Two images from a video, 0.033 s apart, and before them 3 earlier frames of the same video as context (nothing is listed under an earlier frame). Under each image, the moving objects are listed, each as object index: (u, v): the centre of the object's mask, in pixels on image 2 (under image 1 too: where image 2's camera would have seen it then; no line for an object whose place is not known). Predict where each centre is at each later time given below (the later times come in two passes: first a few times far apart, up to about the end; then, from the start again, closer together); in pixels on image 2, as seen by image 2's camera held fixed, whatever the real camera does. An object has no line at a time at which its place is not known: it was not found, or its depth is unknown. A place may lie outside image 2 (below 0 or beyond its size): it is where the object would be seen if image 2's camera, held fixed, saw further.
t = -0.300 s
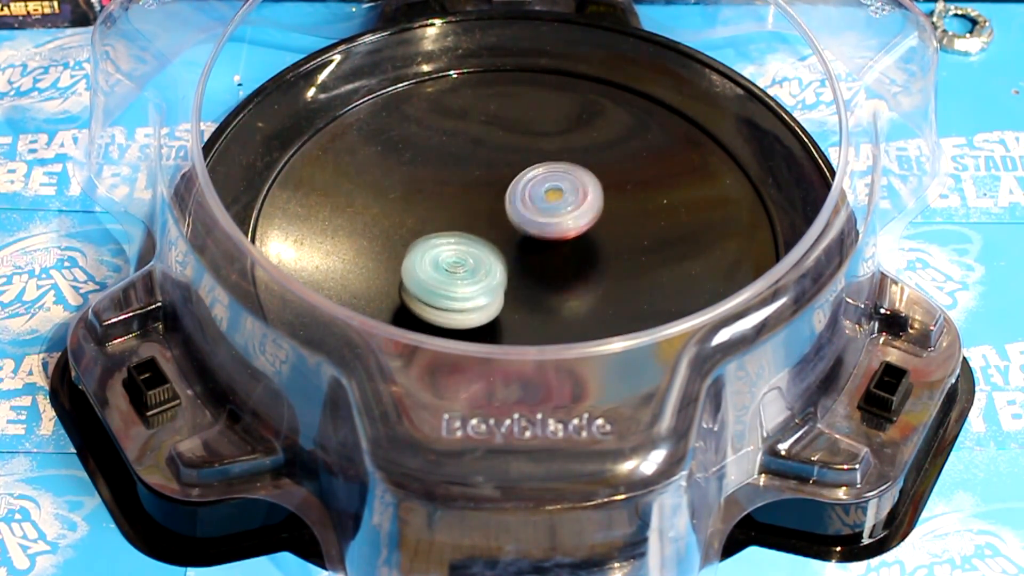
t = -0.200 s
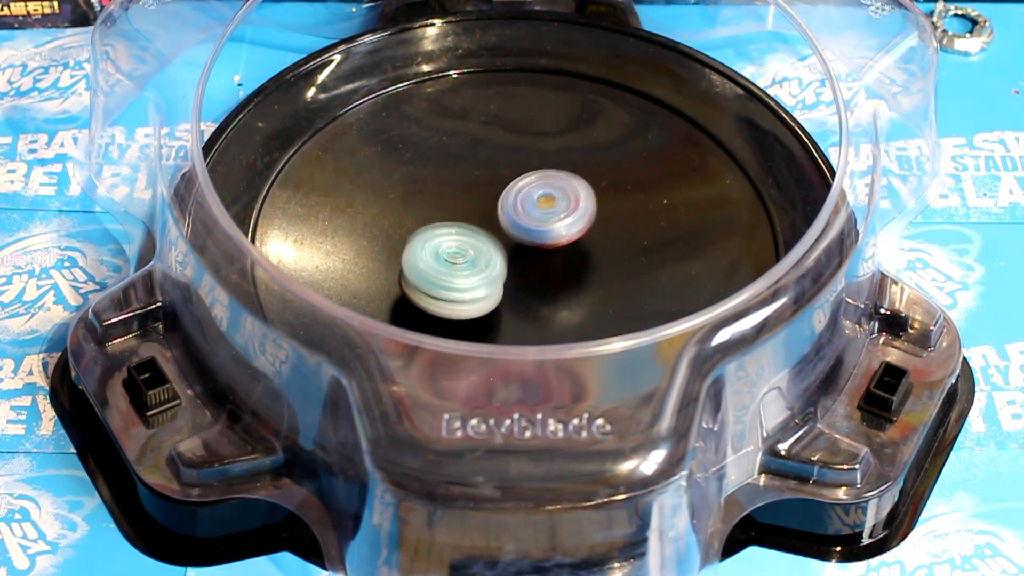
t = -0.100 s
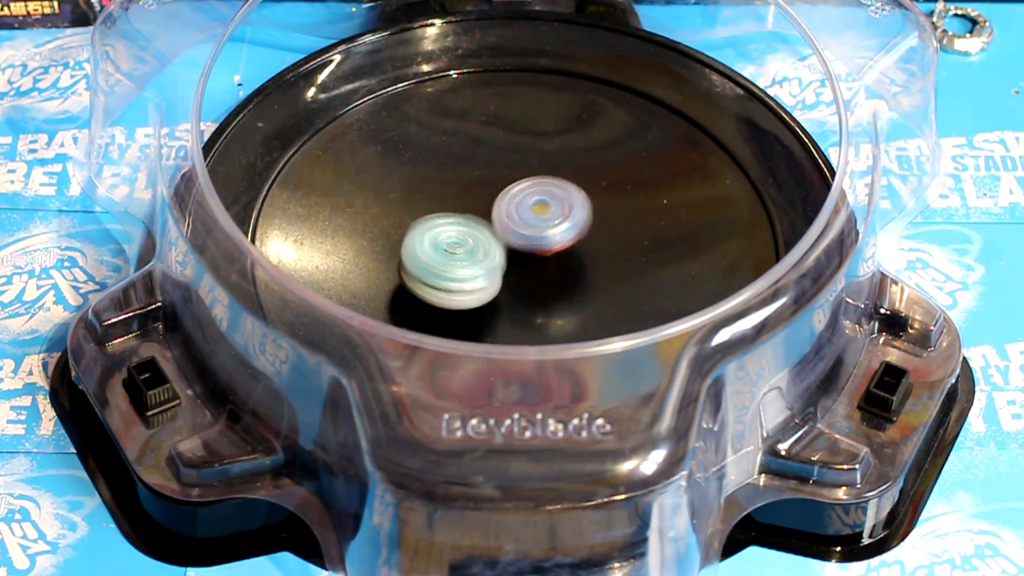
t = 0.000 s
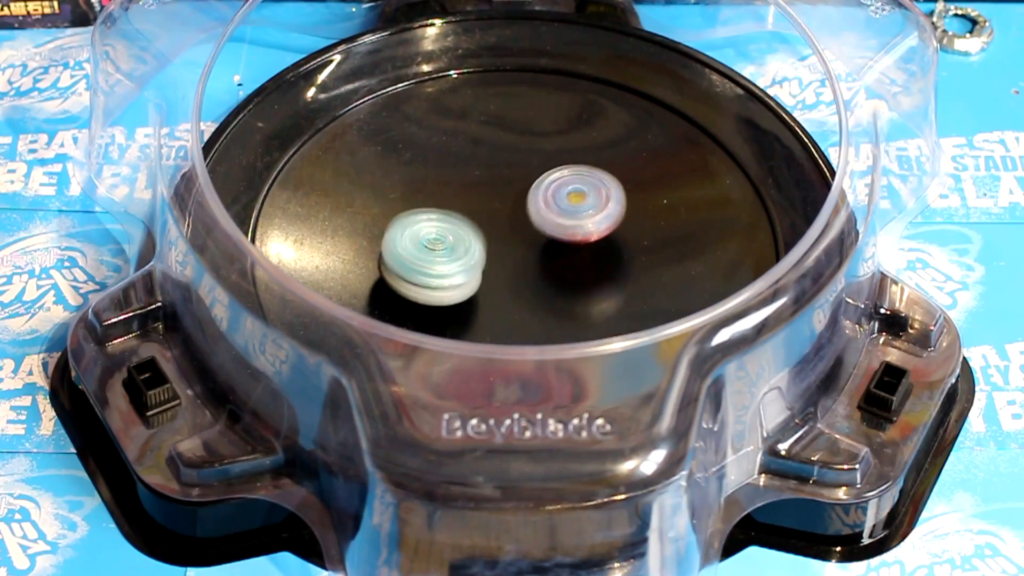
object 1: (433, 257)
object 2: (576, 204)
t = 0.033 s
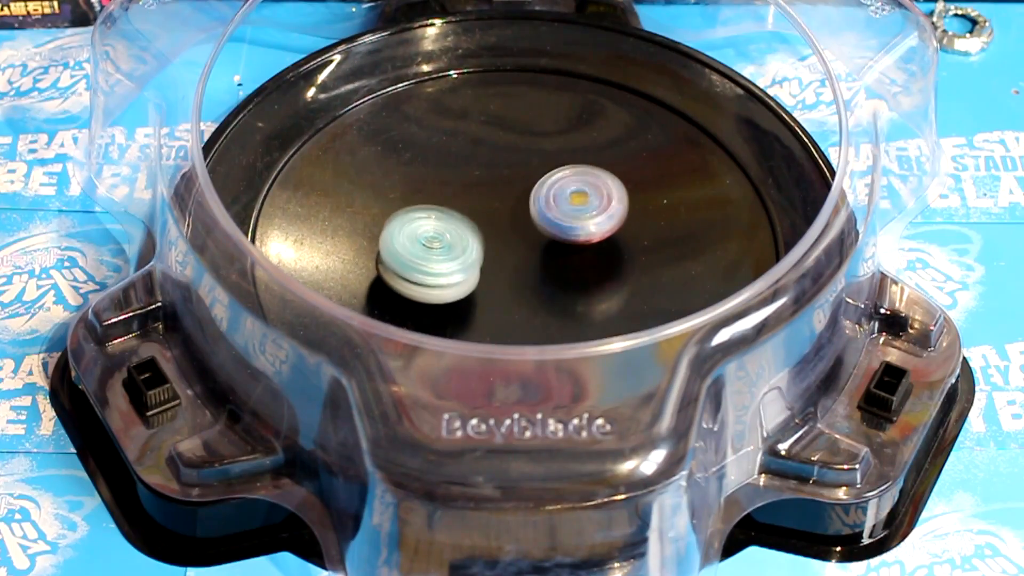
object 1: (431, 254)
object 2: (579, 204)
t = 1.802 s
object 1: (571, 183)
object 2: (523, 253)
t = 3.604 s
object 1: (556, 308)
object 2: (529, 233)
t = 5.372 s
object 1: (442, 199)
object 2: (599, 245)
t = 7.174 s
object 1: (617, 212)
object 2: (536, 288)
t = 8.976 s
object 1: (475, 298)
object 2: (597, 265)
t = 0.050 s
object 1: (430, 254)
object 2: (579, 204)
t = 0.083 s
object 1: (430, 253)
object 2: (576, 204)
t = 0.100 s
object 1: (430, 251)
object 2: (575, 205)
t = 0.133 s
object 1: (431, 248)
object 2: (573, 205)
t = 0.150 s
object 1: (431, 248)
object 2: (571, 205)
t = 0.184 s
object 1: (434, 246)
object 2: (568, 206)
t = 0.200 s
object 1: (435, 245)
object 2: (567, 207)
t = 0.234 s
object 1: (437, 242)
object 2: (564, 207)
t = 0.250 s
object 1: (438, 241)
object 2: (563, 208)
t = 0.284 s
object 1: (442, 239)
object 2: (560, 209)
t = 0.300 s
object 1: (443, 237)
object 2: (559, 210)
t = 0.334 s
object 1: (445, 234)
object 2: (556, 211)
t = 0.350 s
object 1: (446, 234)
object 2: (555, 212)
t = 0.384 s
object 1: (450, 231)
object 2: (552, 213)
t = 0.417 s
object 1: (448, 227)
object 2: (559, 214)
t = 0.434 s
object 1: (447, 226)
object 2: (566, 214)
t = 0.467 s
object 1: (446, 224)
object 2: (574, 216)
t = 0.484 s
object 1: (446, 222)
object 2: (577, 217)
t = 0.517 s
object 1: (446, 219)
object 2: (579, 218)
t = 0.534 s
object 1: (447, 218)
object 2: (578, 218)
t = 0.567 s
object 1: (449, 216)
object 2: (578, 219)
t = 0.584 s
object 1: (450, 215)
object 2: (577, 219)
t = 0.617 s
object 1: (452, 212)
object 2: (576, 220)
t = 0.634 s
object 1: (453, 212)
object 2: (576, 220)
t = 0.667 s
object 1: (457, 210)
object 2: (573, 221)
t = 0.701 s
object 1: (460, 207)
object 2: (572, 222)
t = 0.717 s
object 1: (461, 206)
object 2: (571, 222)
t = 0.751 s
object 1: (465, 205)
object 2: (568, 223)
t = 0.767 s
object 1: (467, 204)
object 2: (568, 223)
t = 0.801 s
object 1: (470, 201)
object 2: (567, 225)
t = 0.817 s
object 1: (469, 200)
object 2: (570, 227)
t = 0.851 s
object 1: (469, 196)
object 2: (575, 232)
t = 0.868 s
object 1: (470, 195)
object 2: (577, 233)
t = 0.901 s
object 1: (470, 192)
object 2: (576, 236)
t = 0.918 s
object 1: (471, 192)
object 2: (575, 237)
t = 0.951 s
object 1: (474, 190)
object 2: (574, 238)
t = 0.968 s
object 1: (475, 188)
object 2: (572, 239)
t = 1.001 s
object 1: (478, 188)
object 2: (571, 240)
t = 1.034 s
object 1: (482, 187)
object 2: (569, 241)
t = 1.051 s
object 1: (484, 186)
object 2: (568, 242)
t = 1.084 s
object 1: (486, 186)
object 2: (566, 243)
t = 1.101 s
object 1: (489, 186)
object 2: (564, 244)
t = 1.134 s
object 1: (493, 185)
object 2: (563, 245)
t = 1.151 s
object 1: (495, 185)
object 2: (561, 246)
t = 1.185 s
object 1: (499, 185)
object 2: (558, 247)
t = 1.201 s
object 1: (501, 185)
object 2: (557, 248)
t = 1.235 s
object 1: (505, 183)
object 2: (557, 253)
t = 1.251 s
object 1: (506, 182)
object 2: (557, 255)
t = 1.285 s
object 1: (510, 182)
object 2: (555, 260)
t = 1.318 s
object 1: (514, 180)
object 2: (554, 262)
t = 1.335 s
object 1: (515, 180)
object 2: (553, 263)
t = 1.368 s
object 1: (519, 180)
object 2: (551, 264)
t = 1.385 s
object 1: (521, 180)
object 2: (550, 264)
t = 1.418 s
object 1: (525, 179)
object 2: (548, 265)
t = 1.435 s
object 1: (527, 179)
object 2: (547, 264)
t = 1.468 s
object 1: (531, 179)
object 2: (544, 263)
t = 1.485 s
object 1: (533, 179)
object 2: (543, 263)
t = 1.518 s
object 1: (536, 179)
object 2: (540, 262)
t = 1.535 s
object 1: (539, 179)
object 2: (539, 262)
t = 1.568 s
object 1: (543, 178)
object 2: (537, 260)
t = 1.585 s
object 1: (545, 178)
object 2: (536, 259)
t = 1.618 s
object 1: (549, 179)
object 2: (535, 259)
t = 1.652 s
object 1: (553, 179)
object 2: (533, 257)
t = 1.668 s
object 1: (555, 179)
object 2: (532, 257)
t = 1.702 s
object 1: (559, 180)
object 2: (530, 255)
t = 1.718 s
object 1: (561, 181)
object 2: (529, 255)
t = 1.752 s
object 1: (565, 181)
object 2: (528, 253)
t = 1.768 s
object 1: (566, 181)
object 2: (527, 252)
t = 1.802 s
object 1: (571, 183)
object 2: (523, 253)
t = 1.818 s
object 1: (573, 183)
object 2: (521, 253)
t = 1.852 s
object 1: (576, 184)
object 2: (518, 253)
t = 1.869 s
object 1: (578, 185)
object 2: (516, 253)
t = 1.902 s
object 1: (581, 186)
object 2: (513, 252)
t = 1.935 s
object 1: (584, 187)
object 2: (511, 250)
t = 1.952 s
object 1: (585, 188)
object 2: (510, 250)
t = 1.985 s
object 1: (588, 190)
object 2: (508, 249)
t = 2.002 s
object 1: (590, 190)
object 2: (507, 248)
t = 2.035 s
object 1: (592, 193)
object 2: (506, 246)
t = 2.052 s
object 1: (593, 194)
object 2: (505, 245)
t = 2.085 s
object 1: (595, 195)
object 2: (504, 244)
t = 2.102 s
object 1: (596, 197)
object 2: (504, 243)
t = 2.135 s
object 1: (598, 200)
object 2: (503, 242)
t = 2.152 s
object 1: (599, 200)
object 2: (503, 241)
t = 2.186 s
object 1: (601, 203)
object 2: (503, 240)
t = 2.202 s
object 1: (602, 205)
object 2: (503, 239)
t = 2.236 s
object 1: (603, 207)
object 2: (504, 238)
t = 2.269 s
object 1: (604, 210)
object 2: (504, 236)
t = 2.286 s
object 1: (605, 211)
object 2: (505, 236)
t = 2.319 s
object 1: (607, 214)
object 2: (505, 234)
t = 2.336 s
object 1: (607, 215)
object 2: (506, 234)
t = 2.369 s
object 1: (608, 219)
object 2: (506, 232)
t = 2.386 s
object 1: (609, 221)
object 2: (507, 232)
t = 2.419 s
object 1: (614, 222)
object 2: (498, 231)
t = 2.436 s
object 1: (616, 225)
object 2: (494, 231)
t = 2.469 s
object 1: (621, 227)
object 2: (489, 229)
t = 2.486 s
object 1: (622, 227)
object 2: (487, 229)
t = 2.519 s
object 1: (624, 231)
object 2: (486, 228)
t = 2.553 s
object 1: (625, 233)
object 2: (487, 227)
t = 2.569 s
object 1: (625, 234)
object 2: (487, 227)
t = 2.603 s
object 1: (625, 237)
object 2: (488, 226)
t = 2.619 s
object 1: (625, 239)
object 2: (489, 226)
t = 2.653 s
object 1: (625, 241)
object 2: (490, 225)
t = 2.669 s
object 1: (624, 243)
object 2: (491, 225)
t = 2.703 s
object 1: (623, 246)
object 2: (493, 225)
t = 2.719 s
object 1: (623, 247)
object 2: (494, 225)
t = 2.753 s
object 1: (621, 251)
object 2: (497, 225)
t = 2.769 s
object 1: (620, 253)
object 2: (498, 225)
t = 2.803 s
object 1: (618, 255)
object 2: (500, 225)
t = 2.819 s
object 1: (617, 257)
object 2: (502, 225)
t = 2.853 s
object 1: (615, 261)
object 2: (504, 225)
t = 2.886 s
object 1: (612, 263)
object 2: (507, 225)
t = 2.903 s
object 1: (610, 265)
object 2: (508, 225)
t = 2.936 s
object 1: (608, 269)
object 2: (511, 226)
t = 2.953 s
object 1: (606, 269)
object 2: (512, 226)
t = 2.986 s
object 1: (603, 274)
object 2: (514, 227)
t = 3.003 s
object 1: (602, 276)
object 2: (513, 225)
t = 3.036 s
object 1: (602, 279)
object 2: (511, 223)
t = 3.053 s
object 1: (601, 282)
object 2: (512, 223)
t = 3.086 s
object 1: (600, 286)
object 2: (513, 222)
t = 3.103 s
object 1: (599, 286)
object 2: (514, 223)
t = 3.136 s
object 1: (597, 289)
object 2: (515, 224)
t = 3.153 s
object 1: (596, 291)
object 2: (516, 224)
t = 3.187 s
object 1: (593, 292)
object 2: (518, 225)
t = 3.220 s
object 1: (591, 294)
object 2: (520, 226)
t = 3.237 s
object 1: (589, 295)
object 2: (520, 227)
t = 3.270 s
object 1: (586, 296)
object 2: (522, 228)
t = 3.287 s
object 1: (585, 297)
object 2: (523, 228)
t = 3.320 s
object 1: (583, 298)
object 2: (524, 229)
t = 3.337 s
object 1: (581, 299)
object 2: (524, 230)
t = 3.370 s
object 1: (578, 301)
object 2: (526, 231)
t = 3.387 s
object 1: (576, 301)
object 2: (526, 232)
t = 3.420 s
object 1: (573, 303)
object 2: (527, 230)
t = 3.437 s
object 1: (572, 303)
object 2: (527, 230)
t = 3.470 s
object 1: (570, 304)
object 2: (528, 230)
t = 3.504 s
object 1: (566, 306)
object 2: (529, 231)
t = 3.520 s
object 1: (565, 306)
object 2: (529, 231)
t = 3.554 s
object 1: (562, 307)
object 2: (529, 232)
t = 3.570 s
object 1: (559, 307)
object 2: (529, 232)
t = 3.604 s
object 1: (556, 308)
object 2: (529, 233)
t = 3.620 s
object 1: (554, 308)
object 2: (530, 234)
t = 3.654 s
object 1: (550, 309)
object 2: (530, 234)
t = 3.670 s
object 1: (548, 310)
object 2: (530, 233)
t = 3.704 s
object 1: (544, 310)
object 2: (530, 231)
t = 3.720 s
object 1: (542, 310)
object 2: (530, 231)
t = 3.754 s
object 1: (538, 310)
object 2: (530, 232)
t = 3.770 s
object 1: (536, 310)
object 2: (530, 232)
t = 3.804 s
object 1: (532, 311)
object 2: (529, 232)
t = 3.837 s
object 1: (528, 310)
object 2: (529, 233)
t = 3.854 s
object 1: (525, 310)
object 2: (529, 233)
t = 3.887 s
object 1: (521, 310)
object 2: (529, 234)
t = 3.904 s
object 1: (519, 309)
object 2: (529, 234)
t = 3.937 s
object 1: (514, 309)
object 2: (529, 233)
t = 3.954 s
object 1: (511, 309)
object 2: (530, 232)
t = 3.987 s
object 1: (507, 308)
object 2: (532, 228)
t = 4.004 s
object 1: (504, 308)
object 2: (532, 227)
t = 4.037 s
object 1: (500, 308)
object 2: (533, 226)
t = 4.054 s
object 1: (497, 307)
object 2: (532, 226)
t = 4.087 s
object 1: (493, 308)
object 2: (532, 225)
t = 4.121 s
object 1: (488, 306)
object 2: (532, 225)
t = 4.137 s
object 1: (486, 305)
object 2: (532, 225)
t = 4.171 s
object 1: (482, 304)
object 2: (531, 225)
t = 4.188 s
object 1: (480, 303)
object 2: (531, 225)
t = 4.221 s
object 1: (476, 302)
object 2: (530, 225)
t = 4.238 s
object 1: (474, 301)
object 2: (530, 225)
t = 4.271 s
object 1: (470, 299)
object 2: (530, 226)
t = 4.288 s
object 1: (468, 298)
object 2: (530, 226)
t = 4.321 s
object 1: (465, 296)
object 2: (530, 226)
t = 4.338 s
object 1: (463, 295)
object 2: (530, 226)
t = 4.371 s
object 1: (460, 294)
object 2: (530, 227)
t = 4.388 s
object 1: (459, 292)
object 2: (530, 227)
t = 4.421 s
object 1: (456, 289)
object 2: (530, 228)
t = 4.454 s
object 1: (454, 287)
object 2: (530, 228)
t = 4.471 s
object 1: (452, 285)
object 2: (529, 229)
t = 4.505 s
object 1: (448, 284)
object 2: (533, 228)
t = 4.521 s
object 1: (445, 284)
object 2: (540, 225)
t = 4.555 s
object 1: (437, 283)
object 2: (551, 220)
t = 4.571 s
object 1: (435, 283)
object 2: (555, 219)
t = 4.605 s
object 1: (431, 281)
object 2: (559, 218)
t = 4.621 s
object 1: (430, 280)
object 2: (560, 218)
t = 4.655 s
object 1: (429, 279)
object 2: (561, 217)
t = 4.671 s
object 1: (428, 277)
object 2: (562, 216)
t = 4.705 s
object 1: (427, 276)
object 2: (563, 215)
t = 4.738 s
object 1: (428, 273)
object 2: (564, 214)
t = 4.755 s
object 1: (428, 272)
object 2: (564, 214)
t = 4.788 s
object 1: (430, 269)
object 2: (565, 214)
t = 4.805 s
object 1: (430, 268)
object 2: (566, 214)
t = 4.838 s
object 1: (432, 266)
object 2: (567, 214)
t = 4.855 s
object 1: (434, 264)
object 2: (567, 215)
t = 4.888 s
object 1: (435, 261)
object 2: (567, 215)
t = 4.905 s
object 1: (437, 260)
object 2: (567, 215)
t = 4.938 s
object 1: (440, 255)
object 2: (568, 216)
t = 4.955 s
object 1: (440, 254)
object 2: (567, 216)
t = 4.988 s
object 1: (444, 250)
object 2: (567, 217)
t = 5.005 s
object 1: (445, 248)
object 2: (567, 218)
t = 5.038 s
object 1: (447, 246)
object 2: (567, 218)
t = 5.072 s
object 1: (449, 241)
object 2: (567, 220)
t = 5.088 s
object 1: (450, 240)
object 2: (566, 220)
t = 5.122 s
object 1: (453, 235)
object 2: (565, 222)
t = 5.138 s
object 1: (453, 233)
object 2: (564, 222)
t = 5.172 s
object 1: (456, 230)
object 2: (563, 224)
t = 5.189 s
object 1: (457, 227)
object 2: (562, 224)
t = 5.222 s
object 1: (458, 224)
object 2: (561, 226)
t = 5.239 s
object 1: (458, 221)
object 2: (562, 227)
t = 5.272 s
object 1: (450, 213)
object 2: (580, 233)
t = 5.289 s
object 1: (447, 211)
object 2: (586, 236)
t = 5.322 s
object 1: (444, 204)
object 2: (596, 240)
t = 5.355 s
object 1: (442, 202)
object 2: (600, 244)
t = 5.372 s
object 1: (442, 199)
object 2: (599, 245)
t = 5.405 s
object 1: (441, 197)
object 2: (599, 246)
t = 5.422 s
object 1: (442, 196)
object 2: (598, 247)
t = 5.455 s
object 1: (443, 193)
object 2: (597, 248)
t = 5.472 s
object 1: (444, 193)
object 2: (596, 248)
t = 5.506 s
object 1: (446, 190)
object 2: (595, 249)
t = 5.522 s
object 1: (446, 190)
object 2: (594, 250)
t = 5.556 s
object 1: (450, 189)
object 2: (592, 250)
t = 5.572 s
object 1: (451, 188)
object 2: (590, 251)
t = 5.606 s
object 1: (454, 188)
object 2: (588, 251)
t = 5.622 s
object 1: (456, 187)
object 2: (586, 252)
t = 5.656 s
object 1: (460, 187)
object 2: (583, 252)
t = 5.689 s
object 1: (465, 186)
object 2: (580, 253)
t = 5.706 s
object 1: (466, 186)
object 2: (578, 253)
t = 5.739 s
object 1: (471, 187)
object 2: (576, 253)
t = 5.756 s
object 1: (474, 186)
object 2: (574, 253)
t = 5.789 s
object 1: (478, 186)
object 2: (571, 253)
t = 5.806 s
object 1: (481, 186)
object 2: (569, 254)
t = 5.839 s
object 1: (485, 186)
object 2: (566, 253)
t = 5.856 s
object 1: (488, 186)
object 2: (564, 253)
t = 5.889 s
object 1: (493, 185)
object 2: (561, 253)
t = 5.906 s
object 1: (496, 185)
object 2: (559, 253)
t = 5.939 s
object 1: (501, 183)
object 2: (556, 252)
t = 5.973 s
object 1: (506, 183)
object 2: (553, 251)
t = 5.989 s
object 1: (509, 182)
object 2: (552, 251)
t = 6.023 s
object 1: (512, 178)
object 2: (555, 264)
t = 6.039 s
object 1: (514, 174)
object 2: (558, 271)
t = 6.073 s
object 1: (517, 168)
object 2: (560, 282)
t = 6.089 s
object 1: (519, 167)
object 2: (561, 287)
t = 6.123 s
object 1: (522, 163)
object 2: (561, 292)
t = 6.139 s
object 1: (524, 163)
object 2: (560, 294)
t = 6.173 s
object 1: (528, 161)
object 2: (559, 293)
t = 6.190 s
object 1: (529, 161)
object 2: (559, 292)
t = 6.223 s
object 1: (533, 161)
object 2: (559, 290)
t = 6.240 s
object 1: (535, 161)
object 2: (558, 289)
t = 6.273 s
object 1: (538, 163)
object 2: (559, 287)
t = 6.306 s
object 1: (541, 163)
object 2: (559, 285)
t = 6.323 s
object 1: (544, 164)
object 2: (558, 283)
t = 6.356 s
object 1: (548, 165)
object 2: (558, 281)
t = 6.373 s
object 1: (549, 167)
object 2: (558, 280)
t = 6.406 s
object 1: (554, 168)
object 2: (558, 277)
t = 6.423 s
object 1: (555, 170)
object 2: (558, 276)
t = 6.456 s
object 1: (559, 172)
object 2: (557, 273)
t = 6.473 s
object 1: (561, 172)
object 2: (558, 272)
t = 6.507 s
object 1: (565, 176)
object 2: (557, 269)
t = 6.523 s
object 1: (568, 176)
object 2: (558, 268)
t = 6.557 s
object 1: (572, 178)
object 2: (558, 266)
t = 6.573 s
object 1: (574, 179)
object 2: (558, 264)
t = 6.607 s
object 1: (578, 181)
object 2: (558, 262)
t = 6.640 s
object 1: (583, 181)
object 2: (558, 260)
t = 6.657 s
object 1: (584, 182)
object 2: (558, 259)
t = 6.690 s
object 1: (590, 184)
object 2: (556, 260)
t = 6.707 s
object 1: (593, 183)
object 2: (550, 267)
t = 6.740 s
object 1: (599, 181)
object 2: (540, 279)
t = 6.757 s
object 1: (603, 179)
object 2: (535, 283)
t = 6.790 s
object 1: (607, 179)
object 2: (527, 289)
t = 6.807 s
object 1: (609, 179)
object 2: (523, 291)
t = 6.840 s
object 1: (611, 180)
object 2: (520, 293)
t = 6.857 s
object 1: (613, 181)
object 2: (519, 293)
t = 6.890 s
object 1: (614, 183)
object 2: (519, 292)
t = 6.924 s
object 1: (616, 185)
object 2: (521, 292)
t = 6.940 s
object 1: (616, 186)
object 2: (522, 292)
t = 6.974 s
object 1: (618, 189)
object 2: (524, 292)
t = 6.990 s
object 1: (617, 190)
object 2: (526, 292)
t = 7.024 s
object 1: (618, 195)
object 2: (527, 291)
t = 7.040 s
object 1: (618, 195)
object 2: (529, 291)
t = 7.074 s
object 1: (618, 200)
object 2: (531, 291)
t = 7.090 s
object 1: (619, 201)
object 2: (531, 290)
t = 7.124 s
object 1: (618, 206)
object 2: (533, 290)
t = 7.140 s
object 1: (618, 208)
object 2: (534, 289)
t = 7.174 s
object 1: (617, 212)
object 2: (536, 288)
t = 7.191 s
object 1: (617, 215)
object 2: (537, 288)
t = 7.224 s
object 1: (616, 219)
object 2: (539, 287)
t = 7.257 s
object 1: (617, 223)
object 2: (541, 285)
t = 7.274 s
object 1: (615, 226)
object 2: (541, 285)
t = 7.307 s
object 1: (616, 230)
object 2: (543, 283)
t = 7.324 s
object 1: (621, 229)
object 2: (529, 288)
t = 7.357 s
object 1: (638, 225)
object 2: (488, 302)
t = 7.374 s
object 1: (645, 220)
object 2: (469, 306)
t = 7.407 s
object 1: (656, 218)
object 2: (437, 309)
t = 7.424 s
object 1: (659, 215)
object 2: (423, 309)
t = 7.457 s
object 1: (664, 215)
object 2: (395, 319)
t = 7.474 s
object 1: (666, 214)
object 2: (383, 320)
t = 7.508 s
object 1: (666, 216)
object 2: (371, 318)
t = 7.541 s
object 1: (665, 217)
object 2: (366, 317)
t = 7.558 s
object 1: (663, 218)
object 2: (365, 317)
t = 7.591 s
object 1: (660, 221)
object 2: (369, 315)
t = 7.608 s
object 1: (658, 222)
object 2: (373, 313)
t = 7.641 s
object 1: (654, 225)
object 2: (380, 311)
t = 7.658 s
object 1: (651, 227)
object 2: (389, 303)
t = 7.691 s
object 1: (646, 230)
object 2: (398, 301)
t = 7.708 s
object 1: (643, 232)
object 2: (403, 301)
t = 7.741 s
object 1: (637, 235)
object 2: (415, 298)
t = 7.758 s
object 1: (634, 237)
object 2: (423, 297)
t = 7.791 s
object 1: (628, 241)
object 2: (438, 291)
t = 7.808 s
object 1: (625, 244)
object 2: (445, 287)
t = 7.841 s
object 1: (618, 247)
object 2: (461, 280)
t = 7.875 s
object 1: (613, 251)
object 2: (477, 273)
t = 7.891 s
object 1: (609, 254)
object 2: (484, 270)
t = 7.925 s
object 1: (604, 258)
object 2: (498, 262)
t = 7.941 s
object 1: (604, 260)
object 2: (496, 259)
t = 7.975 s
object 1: (614, 265)
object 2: (476, 246)
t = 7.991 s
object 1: (616, 268)
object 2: (468, 240)
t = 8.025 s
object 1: (619, 272)
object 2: (455, 230)
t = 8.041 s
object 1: (618, 274)
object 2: (451, 227)
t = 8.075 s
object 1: (618, 277)
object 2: (445, 219)
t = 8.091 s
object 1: (616, 279)
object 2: (444, 215)
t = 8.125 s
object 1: (613, 281)
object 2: (445, 212)
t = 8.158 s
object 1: (609, 284)
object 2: (448, 211)
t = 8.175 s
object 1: (607, 284)
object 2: (450, 211)
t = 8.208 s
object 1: (603, 288)
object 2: (454, 212)
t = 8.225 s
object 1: (600, 288)
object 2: (457, 213)
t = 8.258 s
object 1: (595, 290)
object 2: (463, 213)
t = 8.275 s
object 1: (593, 290)
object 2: (466, 212)
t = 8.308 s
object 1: (587, 293)
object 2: (473, 212)
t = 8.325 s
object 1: (585, 293)
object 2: (478, 213)
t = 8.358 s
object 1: (580, 295)
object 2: (487, 212)
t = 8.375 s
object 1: (577, 295)
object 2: (492, 212)
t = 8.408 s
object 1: (571, 297)
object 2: (503, 212)
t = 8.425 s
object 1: (569, 297)
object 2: (508, 214)
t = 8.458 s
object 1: (563, 299)
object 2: (520, 214)
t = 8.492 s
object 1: (557, 300)
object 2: (532, 215)
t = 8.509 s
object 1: (554, 301)
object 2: (538, 215)
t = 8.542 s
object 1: (548, 303)
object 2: (550, 218)
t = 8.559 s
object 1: (546, 302)
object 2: (556, 219)
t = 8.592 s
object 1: (539, 303)
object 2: (567, 221)
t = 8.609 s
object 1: (536, 303)
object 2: (573, 224)
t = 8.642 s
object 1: (531, 303)
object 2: (582, 227)
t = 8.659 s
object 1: (527, 304)
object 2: (585, 230)
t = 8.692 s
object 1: (522, 304)
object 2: (592, 234)
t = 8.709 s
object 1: (519, 303)
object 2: (596, 236)
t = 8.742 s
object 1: (513, 304)
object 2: (600, 240)
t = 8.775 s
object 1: (507, 303)
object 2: (603, 244)
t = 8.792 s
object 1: (504, 303)
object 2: (604, 245)
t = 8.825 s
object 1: (498, 302)
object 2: (605, 249)
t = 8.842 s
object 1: (496, 302)
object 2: (605, 251)
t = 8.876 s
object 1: (490, 301)
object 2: (604, 255)
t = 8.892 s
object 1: (488, 301)
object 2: (604, 256)
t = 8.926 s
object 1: (482, 300)
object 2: (602, 259)
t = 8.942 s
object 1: (480, 299)
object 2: (600, 261)
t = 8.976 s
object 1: (475, 298)
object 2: (597, 265)
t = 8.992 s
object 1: (473, 297)
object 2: (596, 266)
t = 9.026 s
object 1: (468, 296)
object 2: (591, 268)
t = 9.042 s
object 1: (465, 295)
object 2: (588, 269)
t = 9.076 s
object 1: (461, 294)
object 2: (583, 271)
